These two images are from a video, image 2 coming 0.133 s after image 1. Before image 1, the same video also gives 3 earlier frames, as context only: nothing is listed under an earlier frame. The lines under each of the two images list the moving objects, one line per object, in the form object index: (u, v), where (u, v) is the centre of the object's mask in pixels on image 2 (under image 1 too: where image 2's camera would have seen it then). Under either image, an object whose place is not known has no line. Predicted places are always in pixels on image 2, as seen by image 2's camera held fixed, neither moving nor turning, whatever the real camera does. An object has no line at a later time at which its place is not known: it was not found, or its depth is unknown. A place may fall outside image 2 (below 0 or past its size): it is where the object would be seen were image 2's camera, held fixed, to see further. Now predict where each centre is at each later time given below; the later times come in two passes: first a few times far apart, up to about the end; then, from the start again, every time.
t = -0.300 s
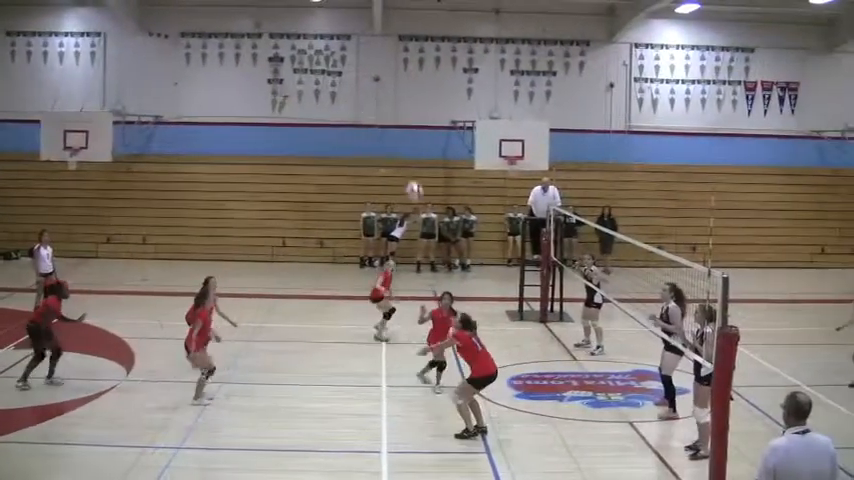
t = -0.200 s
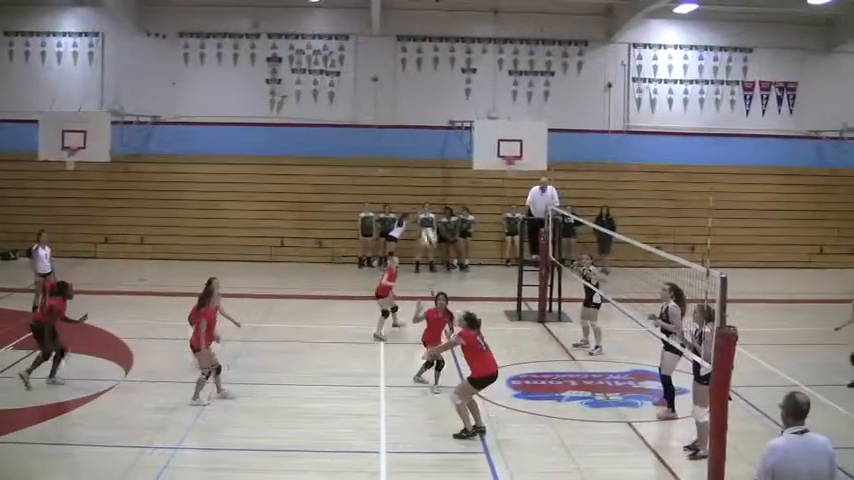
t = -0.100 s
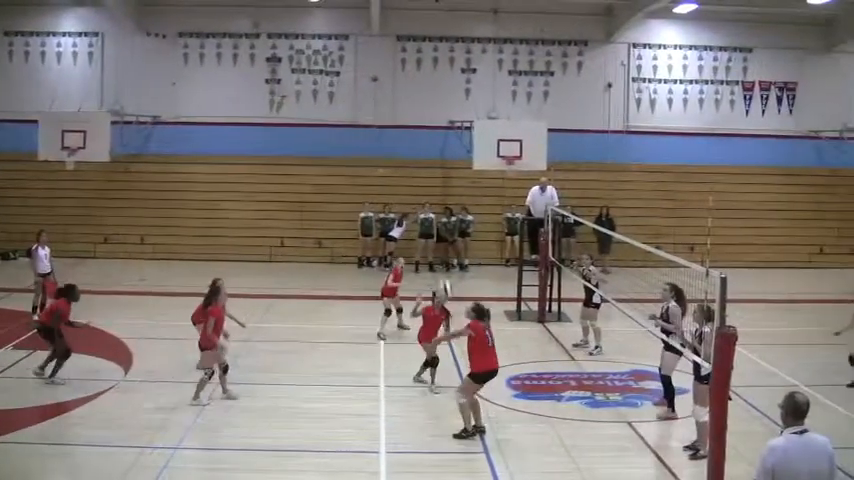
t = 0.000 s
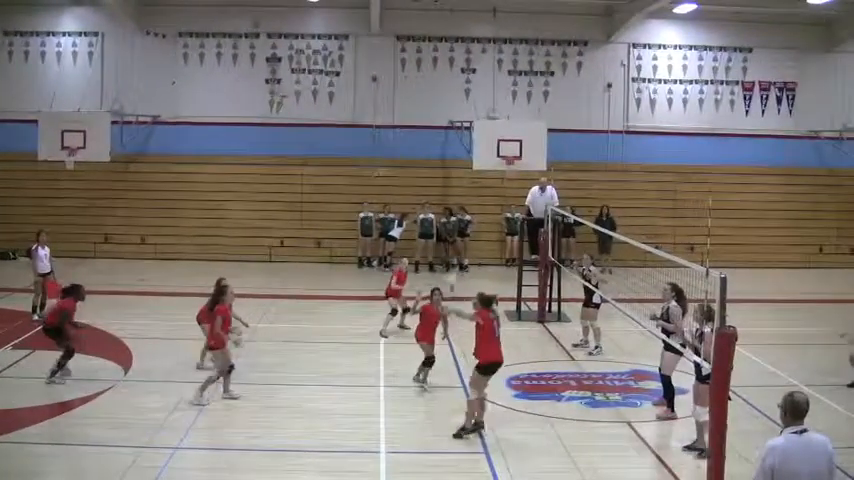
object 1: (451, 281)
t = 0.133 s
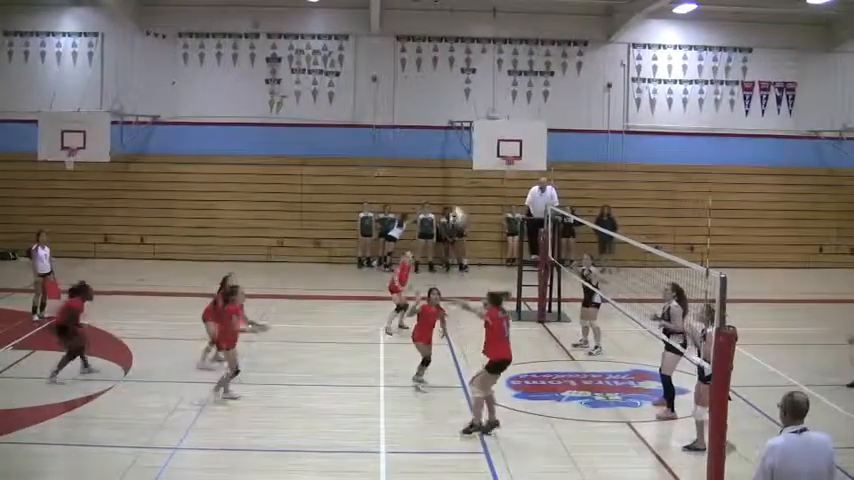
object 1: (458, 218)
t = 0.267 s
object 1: (463, 161)
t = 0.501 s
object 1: (467, 104)
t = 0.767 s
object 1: (470, 93)
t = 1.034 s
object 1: (474, 141)
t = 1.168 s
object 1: (476, 185)
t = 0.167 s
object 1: (458, 201)
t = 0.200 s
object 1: (461, 185)
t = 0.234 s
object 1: (463, 174)
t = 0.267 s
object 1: (463, 161)
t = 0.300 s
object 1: (464, 151)
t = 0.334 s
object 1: (464, 142)
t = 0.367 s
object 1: (465, 131)
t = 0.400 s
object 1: (465, 124)
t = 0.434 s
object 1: (466, 117)
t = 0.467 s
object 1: (467, 111)
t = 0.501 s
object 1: (467, 104)
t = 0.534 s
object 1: (467, 100)
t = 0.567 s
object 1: (466, 95)
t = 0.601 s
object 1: (469, 92)
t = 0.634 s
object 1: (470, 91)
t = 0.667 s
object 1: (469, 90)
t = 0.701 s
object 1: (470, 91)
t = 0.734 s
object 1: (470, 91)
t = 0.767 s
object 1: (470, 93)
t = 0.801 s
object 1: (470, 97)
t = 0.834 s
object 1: (471, 101)
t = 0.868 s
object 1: (472, 105)
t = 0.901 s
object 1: (473, 111)
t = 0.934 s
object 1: (473, 118)
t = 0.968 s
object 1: (473, 125)
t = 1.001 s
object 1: (473, 132)
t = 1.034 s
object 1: (474, 141)
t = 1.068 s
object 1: (475, 151)
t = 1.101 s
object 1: (475, 161)
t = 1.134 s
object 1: (472, 175)
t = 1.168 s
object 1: (476, 185)
